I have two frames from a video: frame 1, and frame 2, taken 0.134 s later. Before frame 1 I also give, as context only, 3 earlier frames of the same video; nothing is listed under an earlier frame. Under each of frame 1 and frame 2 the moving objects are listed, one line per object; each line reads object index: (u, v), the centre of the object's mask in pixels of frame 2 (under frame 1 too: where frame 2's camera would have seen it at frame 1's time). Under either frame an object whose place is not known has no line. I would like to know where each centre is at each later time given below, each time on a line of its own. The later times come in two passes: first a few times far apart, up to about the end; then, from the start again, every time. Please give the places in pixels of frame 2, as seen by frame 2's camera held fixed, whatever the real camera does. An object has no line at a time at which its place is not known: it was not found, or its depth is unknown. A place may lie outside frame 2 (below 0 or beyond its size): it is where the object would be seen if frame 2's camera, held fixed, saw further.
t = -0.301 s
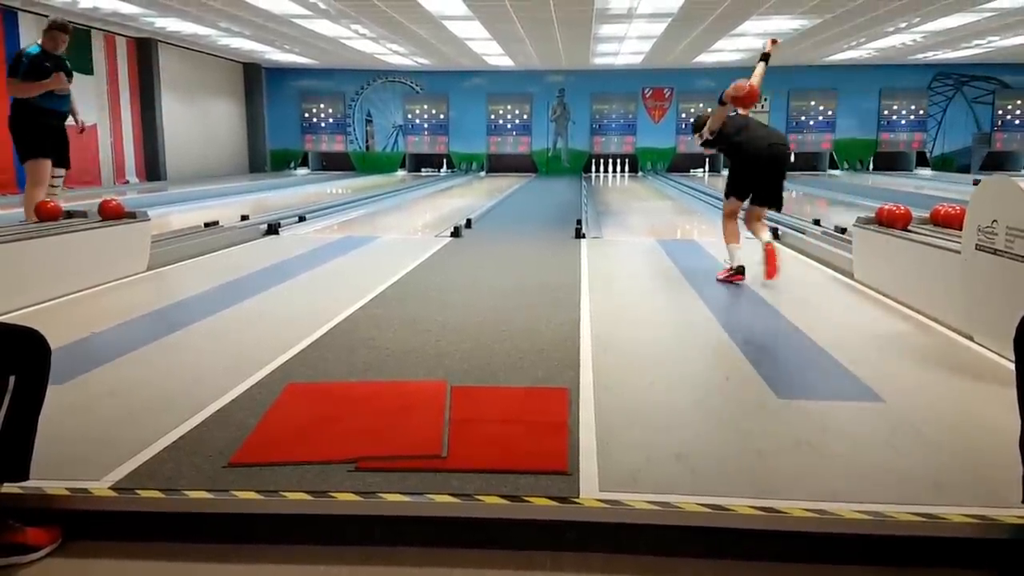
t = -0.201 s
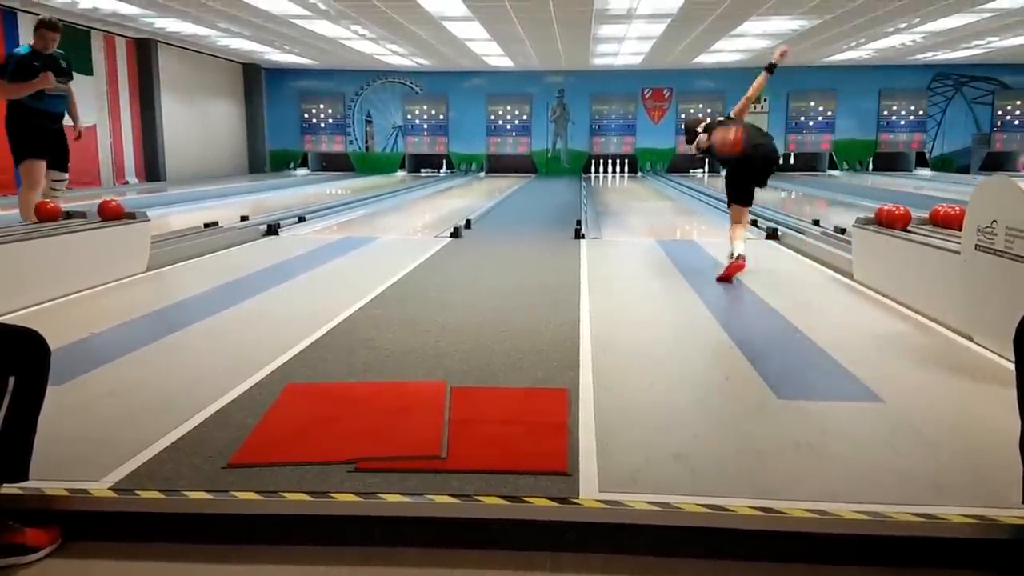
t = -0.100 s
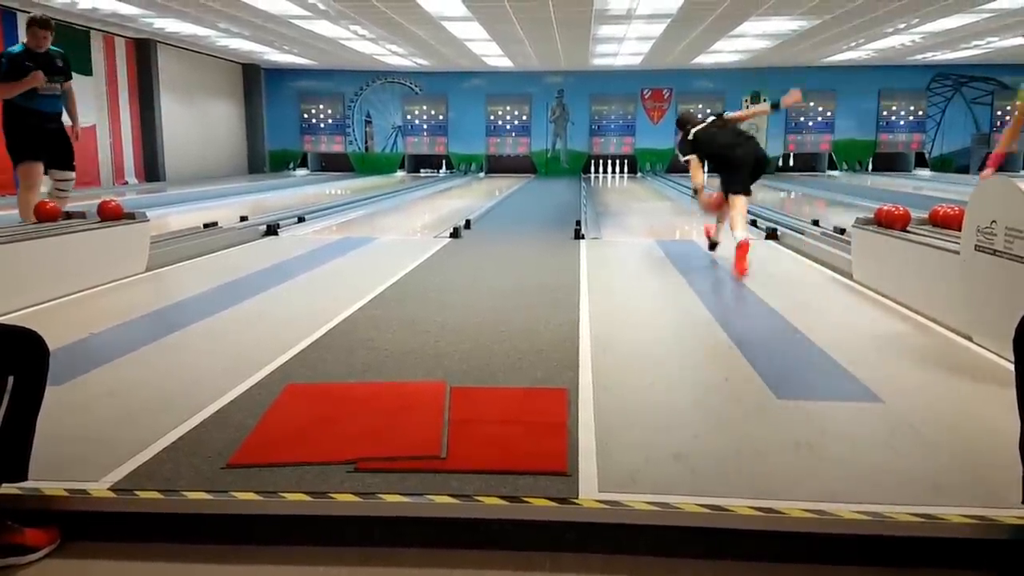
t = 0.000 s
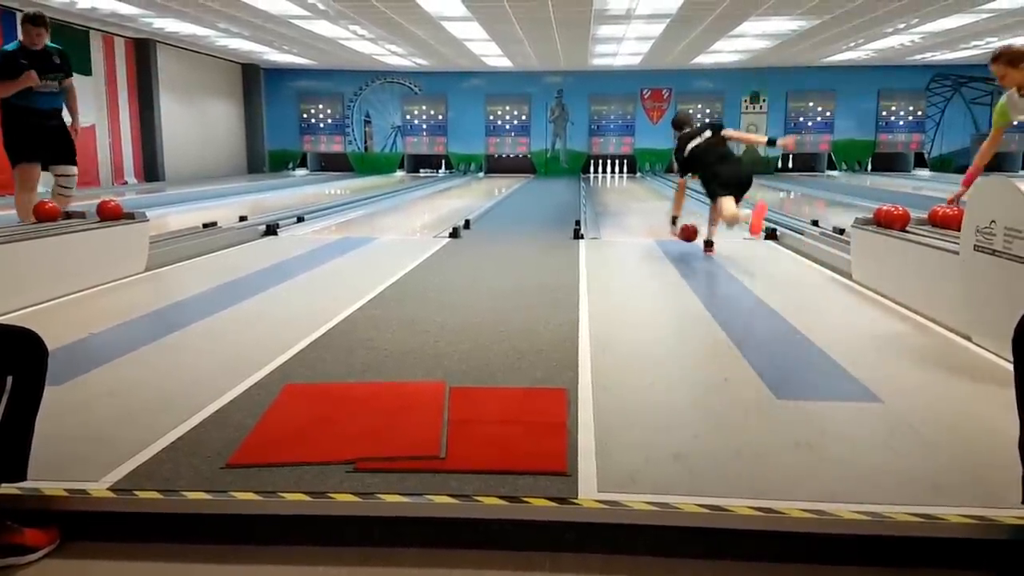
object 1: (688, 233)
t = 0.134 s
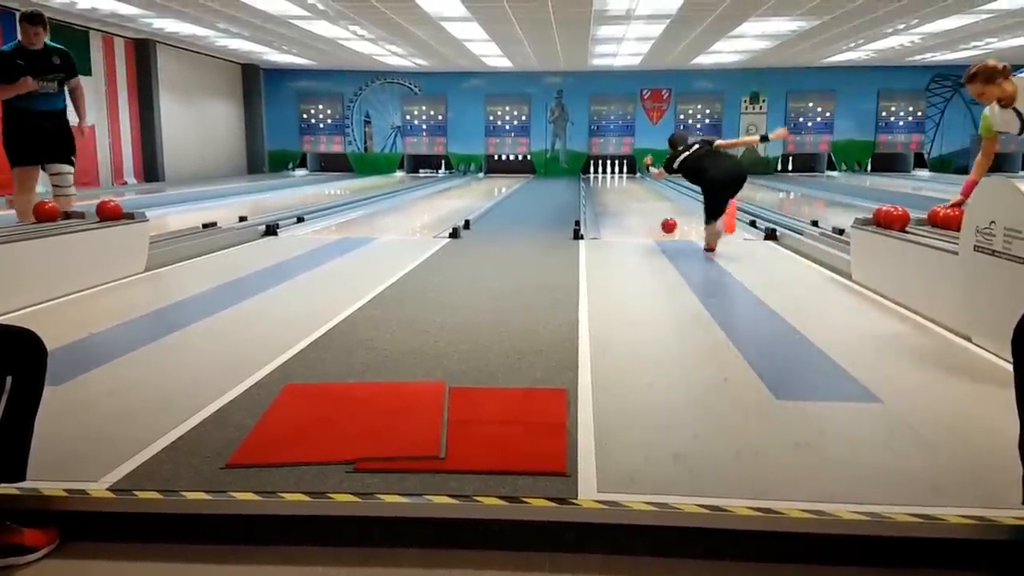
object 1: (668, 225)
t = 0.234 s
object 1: (657, 219)
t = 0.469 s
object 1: (639, 205)
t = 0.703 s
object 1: (628, 195)
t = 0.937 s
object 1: (619, 188)
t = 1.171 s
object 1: (614, 184)
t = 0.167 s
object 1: (665, 223)
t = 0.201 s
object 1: (660, 222)
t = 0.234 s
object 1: (657, 219)
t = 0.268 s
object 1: (654, 217)
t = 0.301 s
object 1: (651, 215)
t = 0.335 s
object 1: (648, 213)
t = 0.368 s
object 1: (646, 211)
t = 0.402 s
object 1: (644, 208)
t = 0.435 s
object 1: (641, 207)
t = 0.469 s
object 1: (639, 205)
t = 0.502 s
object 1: (637, 203)
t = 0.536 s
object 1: (636, 202)
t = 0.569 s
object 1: (634, 200)
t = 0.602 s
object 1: (632, 199)
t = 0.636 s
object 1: (631, 198)
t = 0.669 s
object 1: (629, 197)
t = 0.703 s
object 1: (628, 195)
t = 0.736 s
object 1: (626, 194)
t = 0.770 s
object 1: (625, 194)
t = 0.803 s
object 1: (624, 192)
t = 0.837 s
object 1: (623, 191)
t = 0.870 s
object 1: (622, 190)
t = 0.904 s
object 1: (620, 189)
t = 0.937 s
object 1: (619, 188)
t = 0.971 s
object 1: (619, 188)
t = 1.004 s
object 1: (618, 187)
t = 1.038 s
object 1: (617, 186)
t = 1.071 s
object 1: (617, 185)
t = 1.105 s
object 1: (616, 185)
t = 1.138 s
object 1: (615, 184)
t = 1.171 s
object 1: (614, 184)
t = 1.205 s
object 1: (614, 183)
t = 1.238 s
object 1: (613, 182)
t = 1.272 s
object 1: (612, 181)
